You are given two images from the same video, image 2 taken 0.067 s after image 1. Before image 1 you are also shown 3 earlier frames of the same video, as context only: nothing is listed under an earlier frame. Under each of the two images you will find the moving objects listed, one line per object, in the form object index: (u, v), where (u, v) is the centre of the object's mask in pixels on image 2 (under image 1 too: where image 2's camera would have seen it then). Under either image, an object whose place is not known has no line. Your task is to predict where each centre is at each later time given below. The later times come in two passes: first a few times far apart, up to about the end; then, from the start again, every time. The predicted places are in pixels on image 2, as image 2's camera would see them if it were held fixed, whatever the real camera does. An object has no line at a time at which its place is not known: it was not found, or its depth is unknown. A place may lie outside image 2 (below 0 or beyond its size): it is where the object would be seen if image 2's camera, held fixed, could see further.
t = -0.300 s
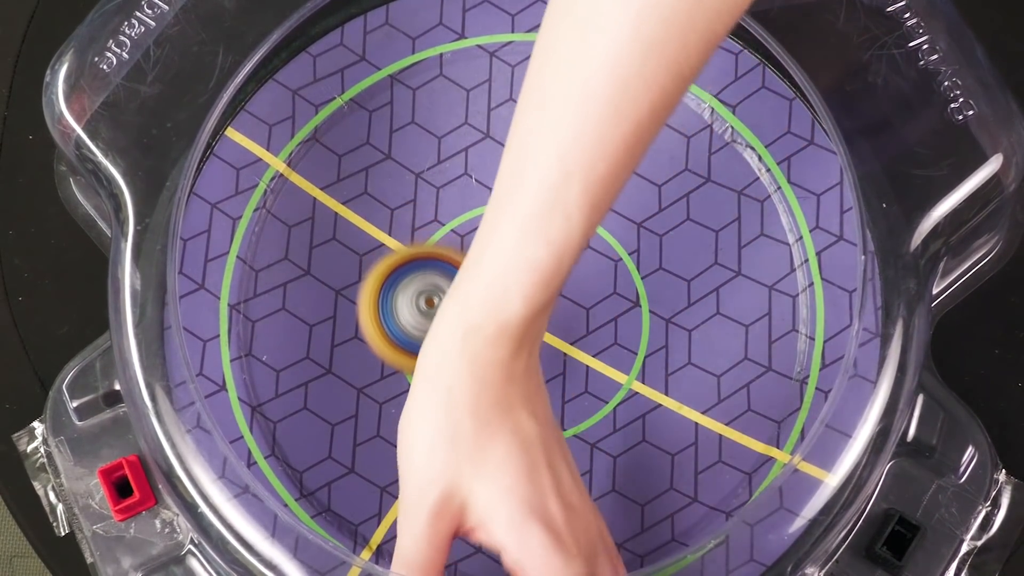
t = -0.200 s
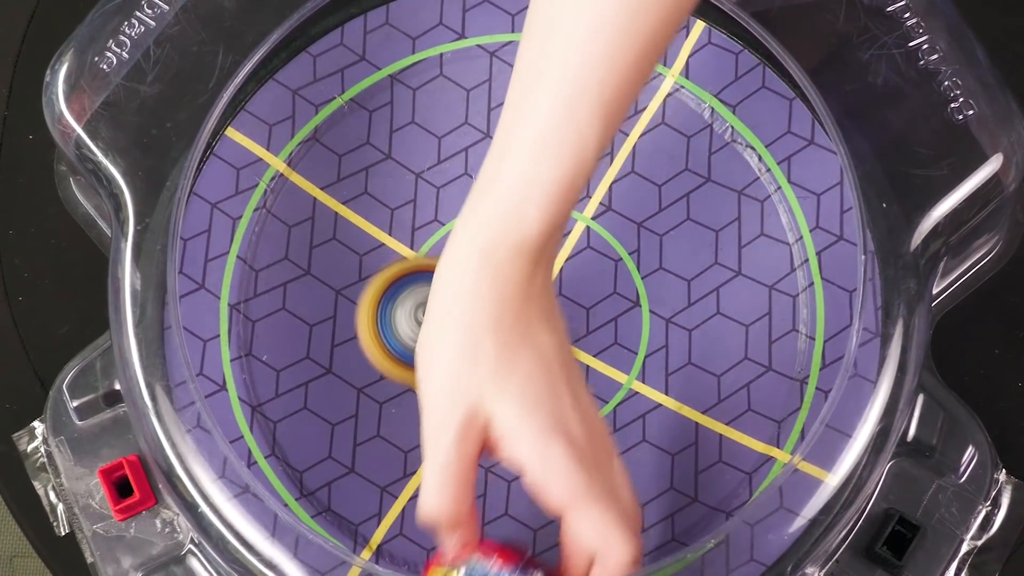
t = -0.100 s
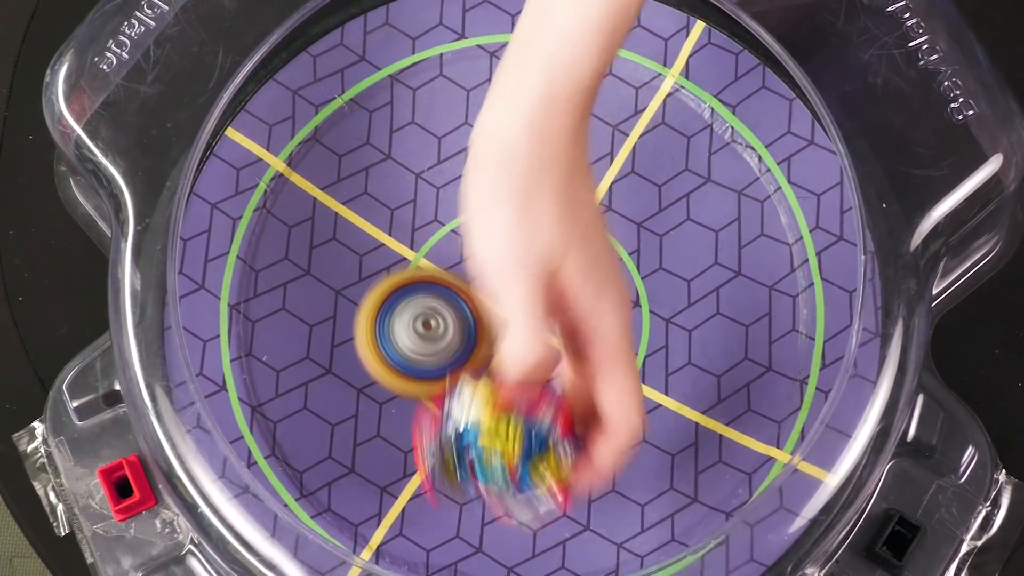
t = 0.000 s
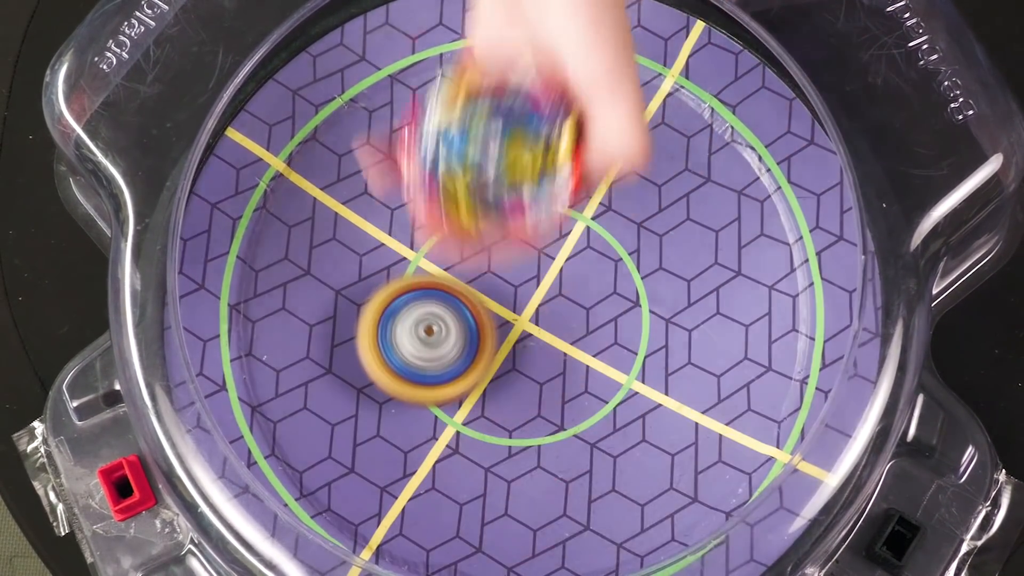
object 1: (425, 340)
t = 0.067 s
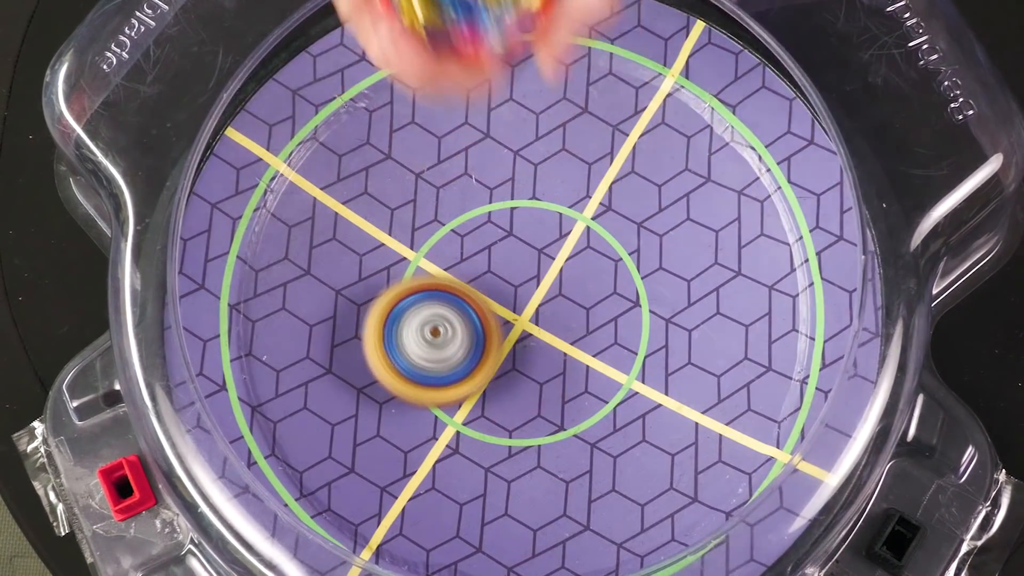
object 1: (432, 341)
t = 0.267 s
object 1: (469, 345)
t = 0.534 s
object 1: (524, 362)
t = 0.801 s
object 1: (560, 379)
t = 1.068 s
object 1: (567, 368)
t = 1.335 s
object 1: (573, 340)
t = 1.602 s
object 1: (588, 313)
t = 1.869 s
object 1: (601, 287)
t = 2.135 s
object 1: (592, 267)
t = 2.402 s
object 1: (575, 254)
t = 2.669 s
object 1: (557, 245)
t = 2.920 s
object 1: (534, 229)
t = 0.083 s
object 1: (433, 341)
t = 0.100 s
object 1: (435, 342)
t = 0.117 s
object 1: (439, 342)
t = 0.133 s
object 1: (442, 342)
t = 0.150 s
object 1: (445, 342)
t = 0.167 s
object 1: (448, 343)
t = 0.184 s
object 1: (452, 342)
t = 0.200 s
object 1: (455, 343)
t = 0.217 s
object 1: (459, 343)
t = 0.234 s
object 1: (463, 344)
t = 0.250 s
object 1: (466, 344)
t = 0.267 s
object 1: (469, 345)
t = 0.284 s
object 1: (473, 346)
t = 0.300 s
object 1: (477, 347)
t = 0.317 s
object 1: (481, 348)
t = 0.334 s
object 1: (484, 349)
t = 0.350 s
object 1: (488, 350)
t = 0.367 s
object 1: (492, 351)
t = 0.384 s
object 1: (495, 352)
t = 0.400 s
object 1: (499, 353)
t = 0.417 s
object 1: (503, 354)
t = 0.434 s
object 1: (506, 355)
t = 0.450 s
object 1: (509, 357)
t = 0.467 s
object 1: (513, 358)
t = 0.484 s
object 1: (515, 359)
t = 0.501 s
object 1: (519, 360)
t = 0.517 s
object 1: (521, 361)
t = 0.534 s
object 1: (524, 362)
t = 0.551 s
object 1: (527, 364)
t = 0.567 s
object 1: (531, 365)
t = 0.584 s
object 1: (533, 367)
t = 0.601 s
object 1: (536, 368)
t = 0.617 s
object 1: (539, 369)
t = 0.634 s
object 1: (541, 370)
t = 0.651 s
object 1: (544, 371)
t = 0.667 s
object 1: (546, 373)
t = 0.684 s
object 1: (549, 374)
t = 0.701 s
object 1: (552, 375)
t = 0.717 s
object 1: (554, 376)
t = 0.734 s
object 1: (555, 377)
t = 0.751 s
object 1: (557, 378)
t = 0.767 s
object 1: (558, 378)
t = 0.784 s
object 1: (559, 379)
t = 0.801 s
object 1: (560, 379)
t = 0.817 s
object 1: (561, 379)
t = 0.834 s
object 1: (562, 379)
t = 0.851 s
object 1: (562, 379)
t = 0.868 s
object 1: (563, 379)
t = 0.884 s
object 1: (563, 379)
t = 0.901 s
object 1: (564, 378)
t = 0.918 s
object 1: (564, 378)
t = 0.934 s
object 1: (564, 377)
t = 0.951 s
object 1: (565, 376)
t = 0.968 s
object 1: (565, 375)
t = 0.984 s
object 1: (565, 374)
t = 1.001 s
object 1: (566, 373)
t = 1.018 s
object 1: (566, 372)
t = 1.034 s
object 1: (566, 371)
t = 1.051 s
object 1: (567, 370)
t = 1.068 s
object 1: (567, 368)
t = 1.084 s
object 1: (567, 366)
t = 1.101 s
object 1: (567, 365)
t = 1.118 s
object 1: (568, 363)
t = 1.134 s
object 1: (568, 362)
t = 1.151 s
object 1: (568, 360)
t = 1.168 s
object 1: (568, 358)
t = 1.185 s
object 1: (569, 357)
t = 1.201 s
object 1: (569, 355)
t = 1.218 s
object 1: (569, 354)
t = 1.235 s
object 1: (569, 352)
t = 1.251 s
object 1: (570, 350)
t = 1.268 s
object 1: (570, 348)
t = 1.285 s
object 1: (571, 346)
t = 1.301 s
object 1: (571, 344)
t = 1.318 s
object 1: (572, 342)
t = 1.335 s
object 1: (573, 340)
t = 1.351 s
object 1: (573, 338)
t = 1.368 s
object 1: (574, 336)
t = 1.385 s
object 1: (575, 334)
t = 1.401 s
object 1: (575, 332)
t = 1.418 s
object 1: (577, 330)
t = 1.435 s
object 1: (577, 329)
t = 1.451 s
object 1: (578, 327)
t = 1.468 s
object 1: (579, 325)
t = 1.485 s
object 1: (581, 323)
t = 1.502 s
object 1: (581, 321)
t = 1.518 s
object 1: (582, 319)
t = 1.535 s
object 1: (583, 318)
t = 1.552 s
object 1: (585, 316)
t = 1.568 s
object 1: (586, 315)
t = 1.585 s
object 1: (587, 314)
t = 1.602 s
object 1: (588, 313)
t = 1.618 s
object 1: (590, 312)
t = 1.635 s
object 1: (591, 310)
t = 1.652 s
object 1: (592, 308)
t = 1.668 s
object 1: (594, 307)
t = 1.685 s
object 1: (595, 305)
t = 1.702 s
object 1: (596, 303)
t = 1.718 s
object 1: (597, 301)
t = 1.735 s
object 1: (598, 299)
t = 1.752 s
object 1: (599, 298)
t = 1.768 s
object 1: (599, 296)
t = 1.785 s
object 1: (600, 294)
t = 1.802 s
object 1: (600, 293)
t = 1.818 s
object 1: (601, 291)
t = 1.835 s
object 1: (601, 289)
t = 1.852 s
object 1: (601, 288)
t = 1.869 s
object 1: (601, 287)
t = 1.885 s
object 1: (601, 285)
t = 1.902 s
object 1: (601, 283)
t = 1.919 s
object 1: (601, 282)
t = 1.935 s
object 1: (600, 281)
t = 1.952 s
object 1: (600, 279)
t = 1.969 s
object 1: (599, 278)
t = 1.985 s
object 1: (599, 277)
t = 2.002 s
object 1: (598, 276)
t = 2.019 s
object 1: (598, 274)
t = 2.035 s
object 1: (597, 273)
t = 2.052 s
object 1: (596, 272)
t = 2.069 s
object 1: (596, 271)
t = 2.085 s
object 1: (595, 270)
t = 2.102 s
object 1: (594, 269)
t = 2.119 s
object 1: (593, 268)
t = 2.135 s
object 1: (592, 267)
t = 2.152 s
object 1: (591, 266)
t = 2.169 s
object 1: (590, 265)
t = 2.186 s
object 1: (589, 264)
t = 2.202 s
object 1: (589, 263)
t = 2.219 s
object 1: (588, 262)
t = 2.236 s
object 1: (587, 261)
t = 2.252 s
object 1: (586, 260)
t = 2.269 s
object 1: (584, 259)
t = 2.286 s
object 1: (584, 259)
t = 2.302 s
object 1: (582, 258)
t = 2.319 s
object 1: (581, 257)
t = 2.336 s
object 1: (580, 256)
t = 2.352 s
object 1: (579, 256)
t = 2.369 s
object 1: (577, 255)
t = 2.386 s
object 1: (576, 255)
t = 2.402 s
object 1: (575, 254)
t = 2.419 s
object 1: (574, 254)
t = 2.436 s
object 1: (573, 253)
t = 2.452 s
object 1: (571, 252)
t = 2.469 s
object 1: (571, 252)
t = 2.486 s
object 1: (569, 251)
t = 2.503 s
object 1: (568, 251)
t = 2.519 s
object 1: (567, 250)
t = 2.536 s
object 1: (566, 250)
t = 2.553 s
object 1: (565, 250)
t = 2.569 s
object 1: (564, 249)
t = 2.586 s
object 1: (563, 248)
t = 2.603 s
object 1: (562, 248)
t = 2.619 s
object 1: (561, 247)
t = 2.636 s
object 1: (559, 246)
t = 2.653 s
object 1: (558, 245)
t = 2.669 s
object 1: (557, 245)
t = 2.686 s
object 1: (555, 244)
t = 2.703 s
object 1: (554, 243)
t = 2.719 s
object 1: (552, 242)
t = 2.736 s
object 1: (551, 241)
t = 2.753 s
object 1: (550, 240)
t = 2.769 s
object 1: (548, 238)
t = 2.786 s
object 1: (546, 237)
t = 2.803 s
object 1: (545, 236)
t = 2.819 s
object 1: (544, 235)
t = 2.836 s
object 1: (543, 234)
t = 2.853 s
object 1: (541, 233)
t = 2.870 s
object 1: (539, 232)
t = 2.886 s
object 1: (538, 231)
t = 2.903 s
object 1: (536, 230)
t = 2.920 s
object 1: (534, 229)
